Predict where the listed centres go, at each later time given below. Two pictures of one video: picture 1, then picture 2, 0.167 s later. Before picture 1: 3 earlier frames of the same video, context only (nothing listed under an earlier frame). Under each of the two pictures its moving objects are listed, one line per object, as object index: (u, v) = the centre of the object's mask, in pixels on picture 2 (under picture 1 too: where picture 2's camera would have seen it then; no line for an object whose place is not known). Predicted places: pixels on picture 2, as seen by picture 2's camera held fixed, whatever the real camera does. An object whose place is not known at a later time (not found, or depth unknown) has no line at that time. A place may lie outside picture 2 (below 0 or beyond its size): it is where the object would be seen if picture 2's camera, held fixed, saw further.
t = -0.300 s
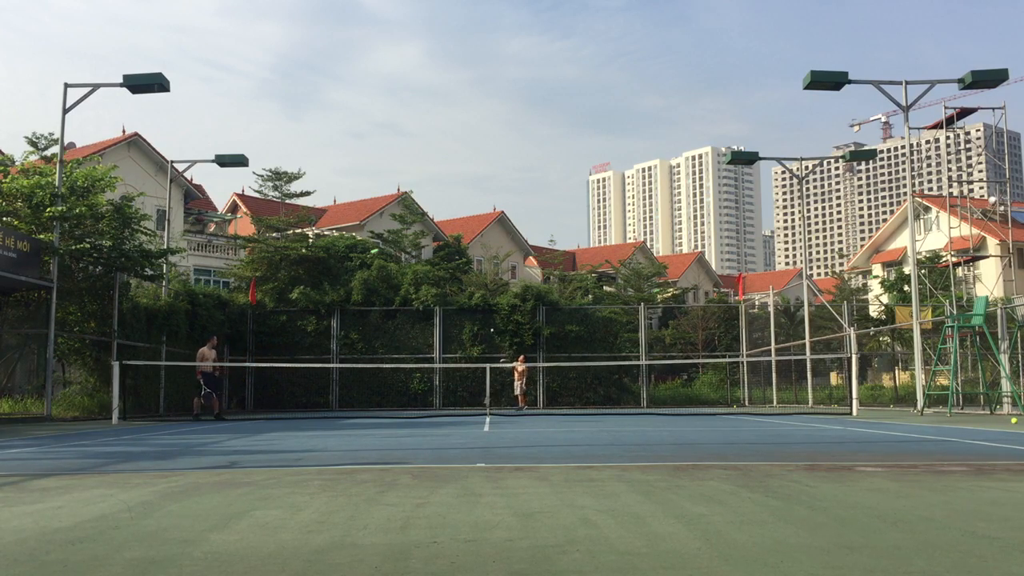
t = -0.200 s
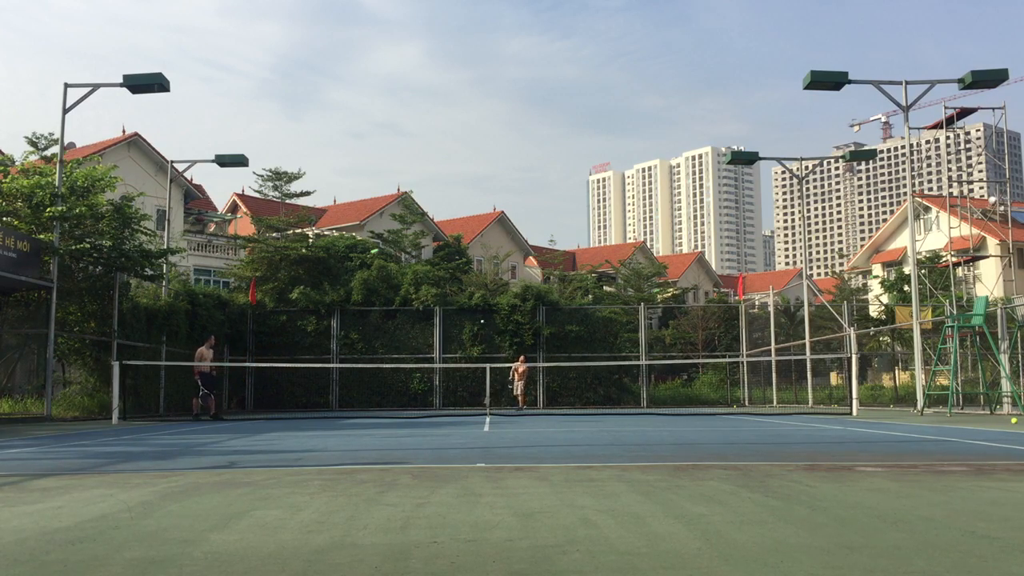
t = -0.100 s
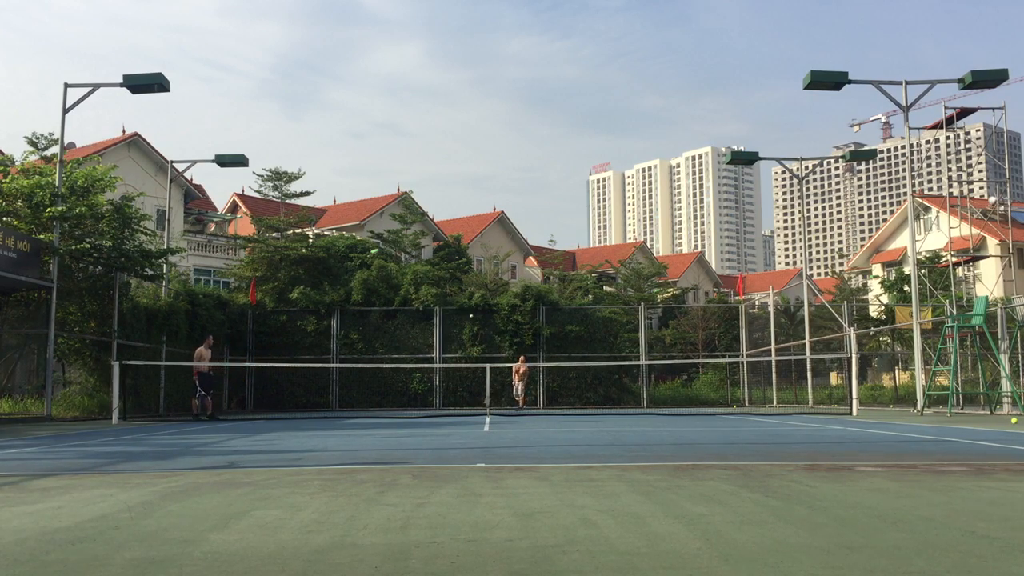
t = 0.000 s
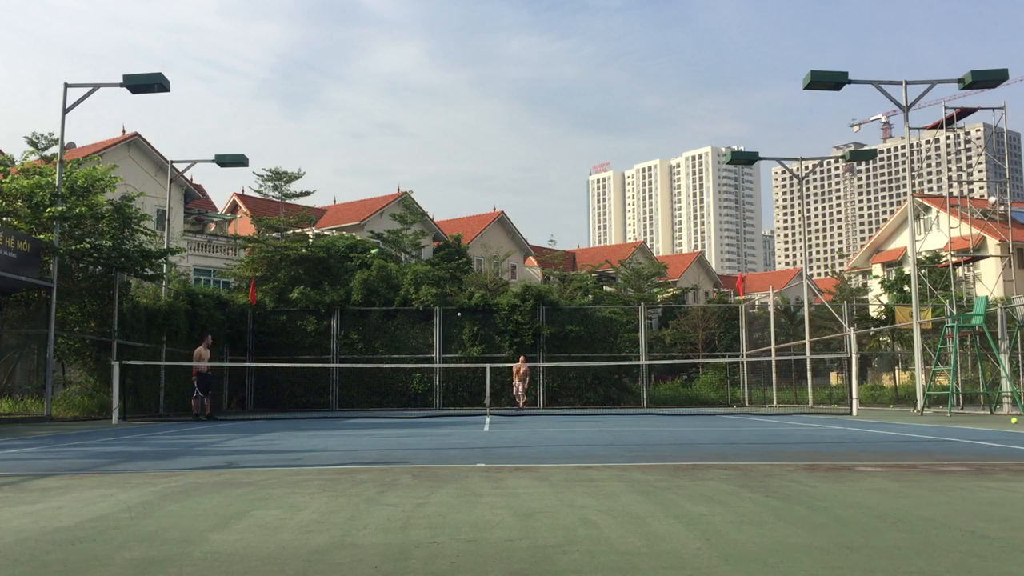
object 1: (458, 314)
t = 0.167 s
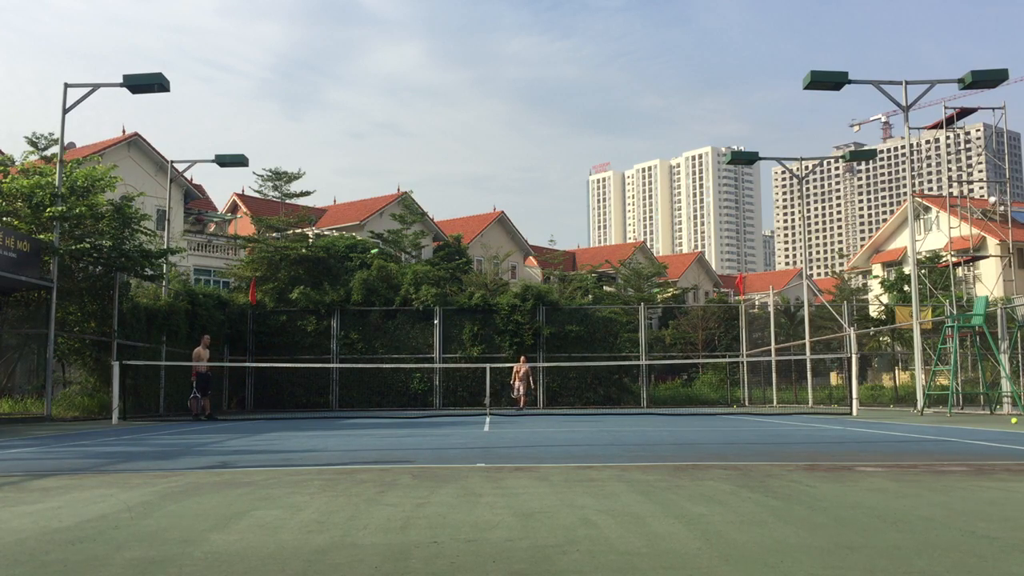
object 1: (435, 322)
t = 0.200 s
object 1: (430, 326)
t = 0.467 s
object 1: (380, 385)
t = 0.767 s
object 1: (326, 362)
